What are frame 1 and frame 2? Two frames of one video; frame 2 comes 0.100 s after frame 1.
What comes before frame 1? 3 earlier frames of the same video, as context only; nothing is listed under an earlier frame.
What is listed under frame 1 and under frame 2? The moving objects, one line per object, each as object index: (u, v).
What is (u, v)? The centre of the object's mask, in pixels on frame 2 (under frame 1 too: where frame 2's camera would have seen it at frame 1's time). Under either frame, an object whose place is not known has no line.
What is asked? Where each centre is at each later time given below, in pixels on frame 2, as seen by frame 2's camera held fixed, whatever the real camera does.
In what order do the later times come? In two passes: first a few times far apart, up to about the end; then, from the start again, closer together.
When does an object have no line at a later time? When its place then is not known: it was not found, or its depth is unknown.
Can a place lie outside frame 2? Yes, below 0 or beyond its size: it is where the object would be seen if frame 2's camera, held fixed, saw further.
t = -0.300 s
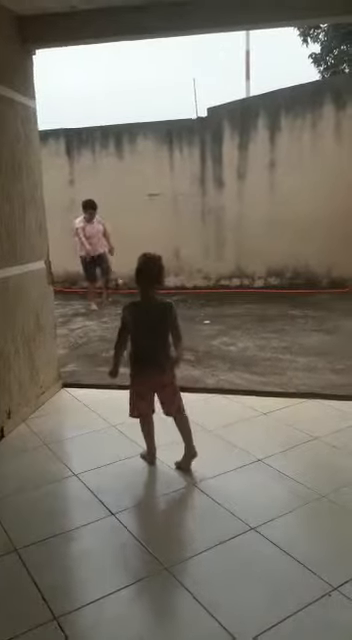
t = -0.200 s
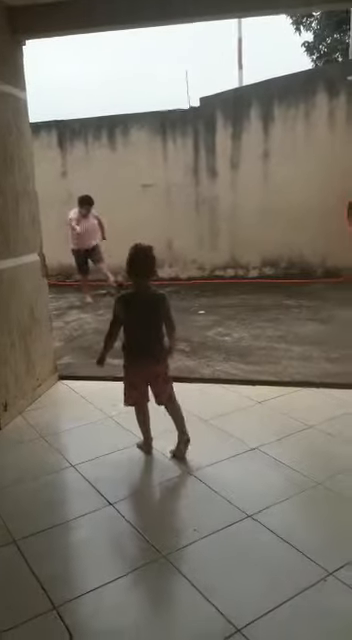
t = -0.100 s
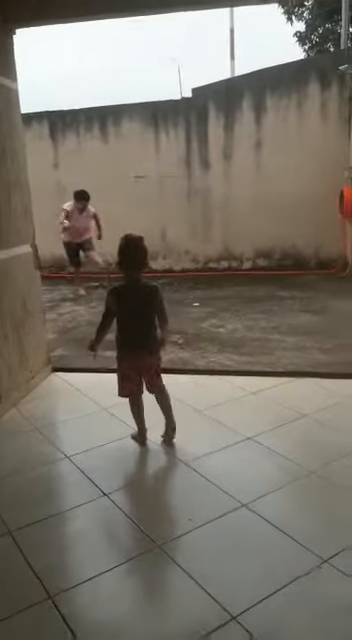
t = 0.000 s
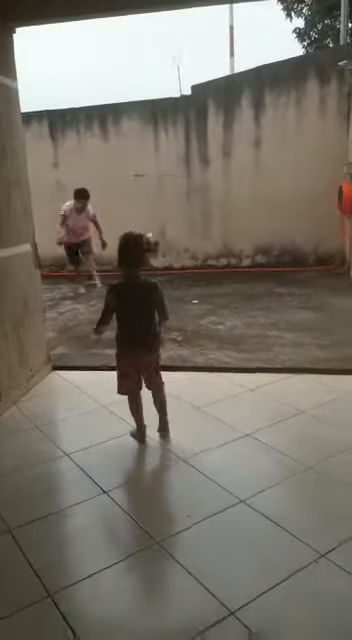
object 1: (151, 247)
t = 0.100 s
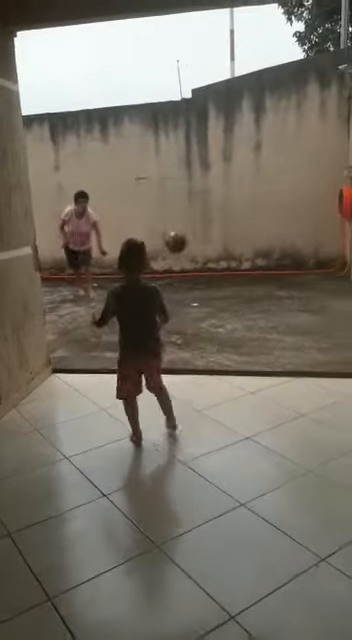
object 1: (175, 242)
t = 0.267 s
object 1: (240, 260)
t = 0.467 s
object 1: (350, 361)
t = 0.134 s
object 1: (186, 242)
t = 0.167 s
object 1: (198, 245)
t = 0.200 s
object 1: (210, 249)
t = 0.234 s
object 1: (225, 255)
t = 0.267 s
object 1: (240, 260)
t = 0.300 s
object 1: (256, 265)
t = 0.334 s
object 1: (270, 282)
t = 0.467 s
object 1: (350, 361)
